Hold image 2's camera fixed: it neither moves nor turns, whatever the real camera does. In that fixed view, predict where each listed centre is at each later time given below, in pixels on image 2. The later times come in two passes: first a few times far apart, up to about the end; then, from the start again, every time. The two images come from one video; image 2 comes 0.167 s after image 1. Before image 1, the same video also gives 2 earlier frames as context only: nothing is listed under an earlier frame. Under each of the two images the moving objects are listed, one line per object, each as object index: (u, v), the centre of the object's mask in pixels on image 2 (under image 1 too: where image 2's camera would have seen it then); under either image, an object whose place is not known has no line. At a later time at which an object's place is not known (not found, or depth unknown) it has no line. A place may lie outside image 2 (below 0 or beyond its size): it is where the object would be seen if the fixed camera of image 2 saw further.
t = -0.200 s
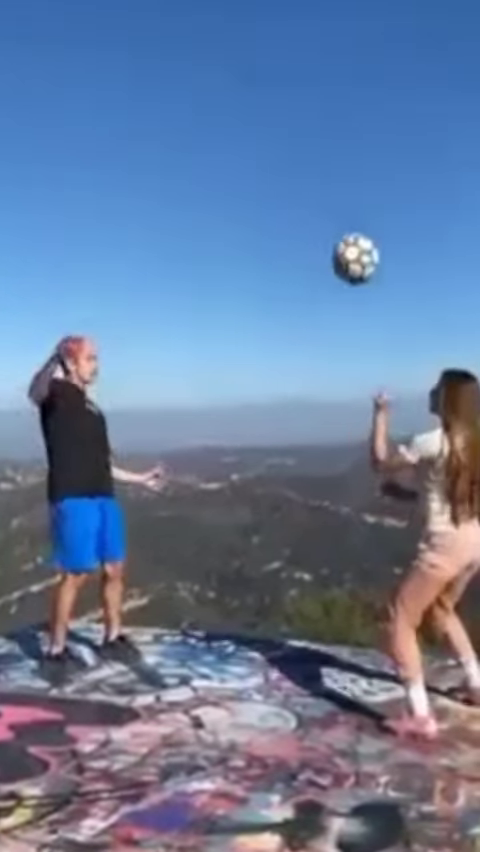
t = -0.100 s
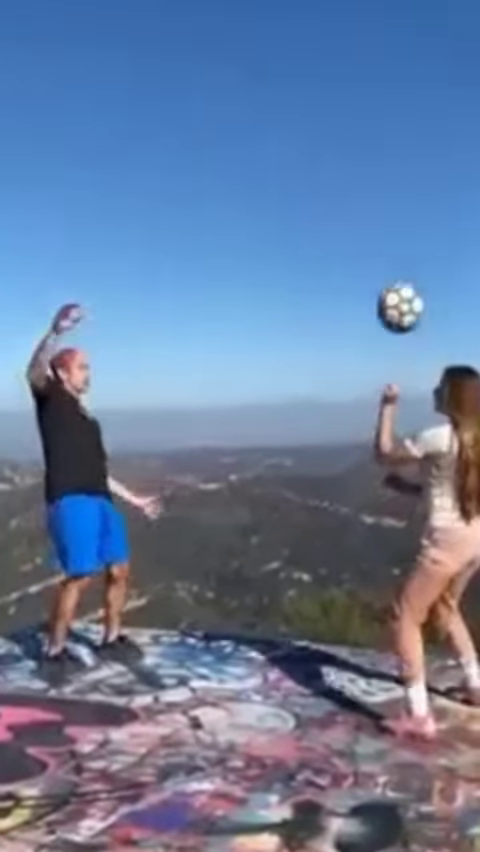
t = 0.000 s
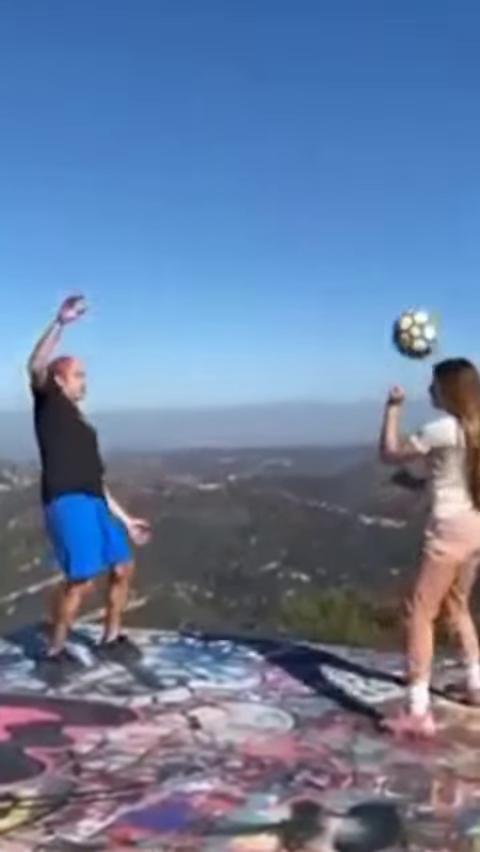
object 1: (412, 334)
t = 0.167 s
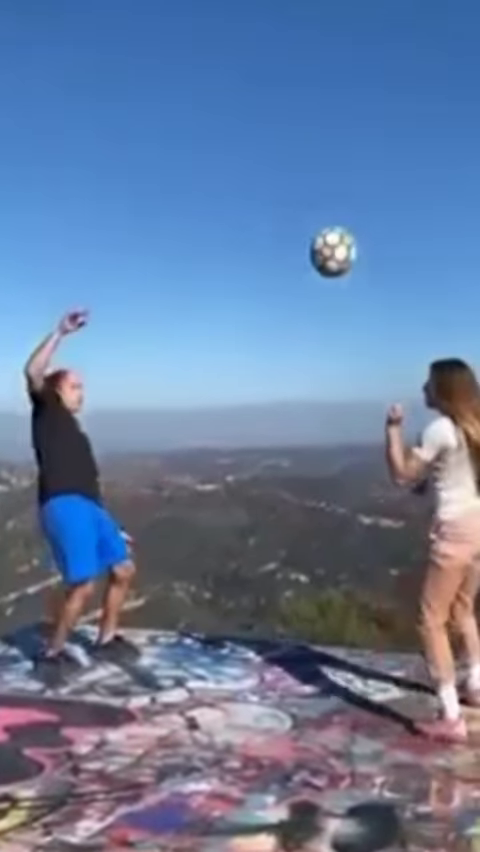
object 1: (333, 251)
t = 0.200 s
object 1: (317, 242)
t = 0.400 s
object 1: (230, 245)
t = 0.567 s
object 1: (169, 306)
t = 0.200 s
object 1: (317, 242)
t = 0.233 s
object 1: (302, 237)
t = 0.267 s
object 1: (287, 233)
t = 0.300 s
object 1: (272, 232)
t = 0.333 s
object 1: (258, 235)
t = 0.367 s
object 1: (244, 238)
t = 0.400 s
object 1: (230, 245)
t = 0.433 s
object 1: (218, 253)
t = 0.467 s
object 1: (205, 263)
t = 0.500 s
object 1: (193, 275)
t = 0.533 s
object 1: (181, 289)
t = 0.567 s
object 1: (169, 306)
